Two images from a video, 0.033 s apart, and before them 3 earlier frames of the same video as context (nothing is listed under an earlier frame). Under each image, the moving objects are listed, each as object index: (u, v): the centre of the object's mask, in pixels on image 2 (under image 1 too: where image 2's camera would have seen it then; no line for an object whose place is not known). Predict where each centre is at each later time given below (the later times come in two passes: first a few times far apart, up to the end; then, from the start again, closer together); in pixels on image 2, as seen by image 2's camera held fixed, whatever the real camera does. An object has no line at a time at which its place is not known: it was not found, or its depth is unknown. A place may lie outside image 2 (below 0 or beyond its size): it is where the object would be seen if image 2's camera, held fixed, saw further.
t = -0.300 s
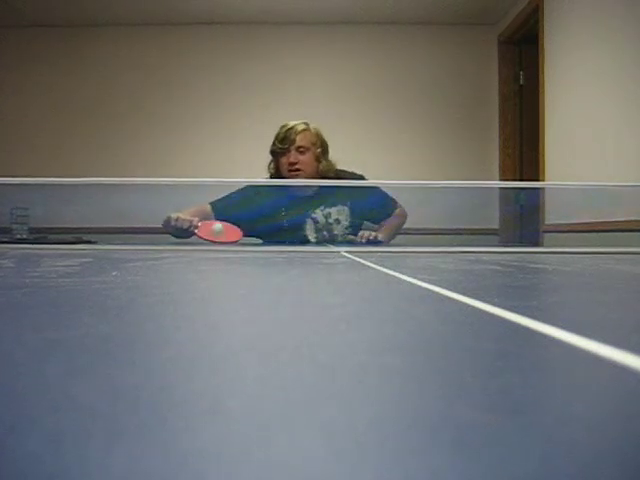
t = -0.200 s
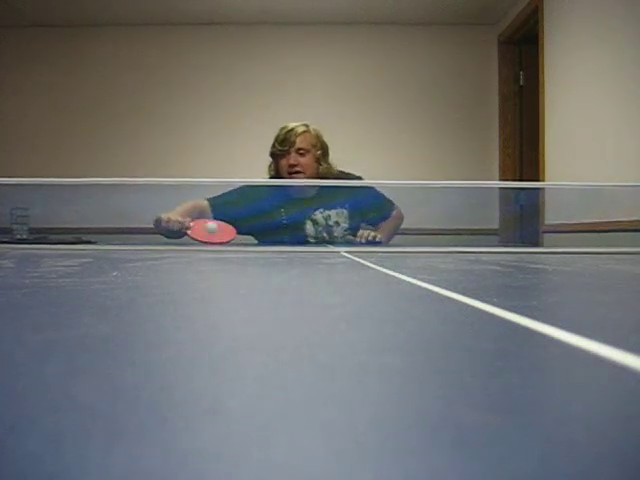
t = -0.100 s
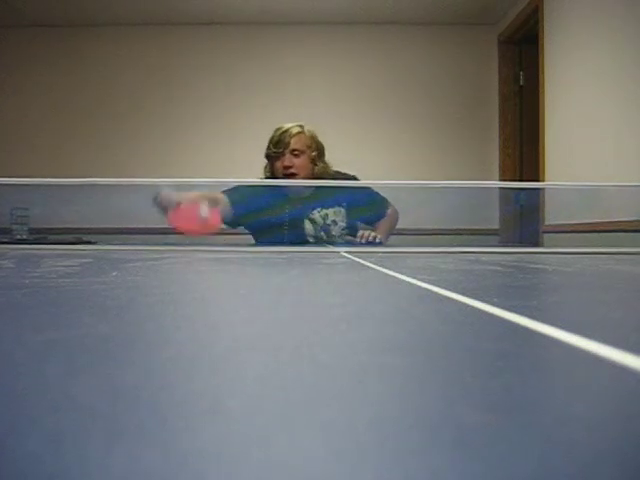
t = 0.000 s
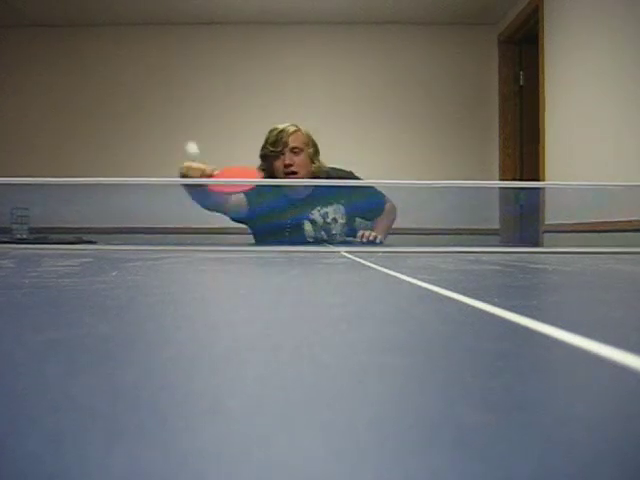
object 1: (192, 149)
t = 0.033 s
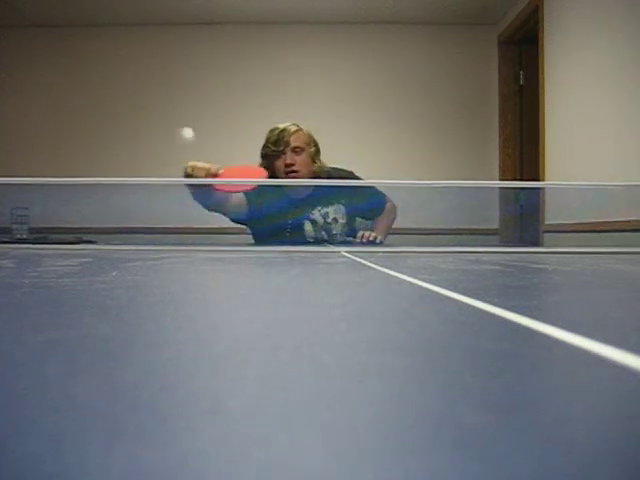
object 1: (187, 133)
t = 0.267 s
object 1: (150, 144)
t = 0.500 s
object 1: (112, 132)
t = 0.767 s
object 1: (73, 215)
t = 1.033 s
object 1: (66, 124)
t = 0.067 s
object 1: (182, 123)
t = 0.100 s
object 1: (177, 118)
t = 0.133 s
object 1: (173, 114)
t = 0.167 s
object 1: (168, 114)
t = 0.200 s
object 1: (162, 119)
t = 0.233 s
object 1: (156, 128)
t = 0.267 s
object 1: (150, 144)
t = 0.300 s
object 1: (143, 168)
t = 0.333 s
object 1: (136, 192)
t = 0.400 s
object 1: (123, 212)
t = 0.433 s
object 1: (120, 178)
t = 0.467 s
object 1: (116, 154)
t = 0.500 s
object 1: (112, 132)
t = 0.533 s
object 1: (108, 118)
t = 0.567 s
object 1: (104, 109)
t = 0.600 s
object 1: (99, 107)
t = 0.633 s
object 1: (95, 110)
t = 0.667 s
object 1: (89, 123)
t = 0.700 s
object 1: (84, 142)
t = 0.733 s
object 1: (79, 172)
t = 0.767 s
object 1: (73, 215)
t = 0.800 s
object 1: (70, 223)
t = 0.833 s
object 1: (69, 183)
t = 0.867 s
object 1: (68, 152)
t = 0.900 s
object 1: (68, 129)
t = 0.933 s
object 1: (68, 115)
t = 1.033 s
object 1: (66, 124)
